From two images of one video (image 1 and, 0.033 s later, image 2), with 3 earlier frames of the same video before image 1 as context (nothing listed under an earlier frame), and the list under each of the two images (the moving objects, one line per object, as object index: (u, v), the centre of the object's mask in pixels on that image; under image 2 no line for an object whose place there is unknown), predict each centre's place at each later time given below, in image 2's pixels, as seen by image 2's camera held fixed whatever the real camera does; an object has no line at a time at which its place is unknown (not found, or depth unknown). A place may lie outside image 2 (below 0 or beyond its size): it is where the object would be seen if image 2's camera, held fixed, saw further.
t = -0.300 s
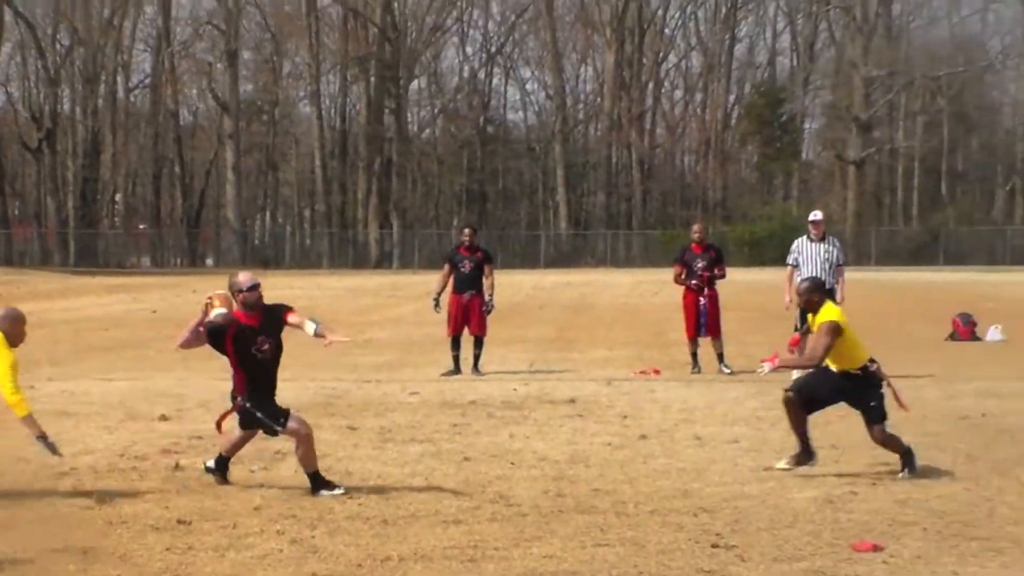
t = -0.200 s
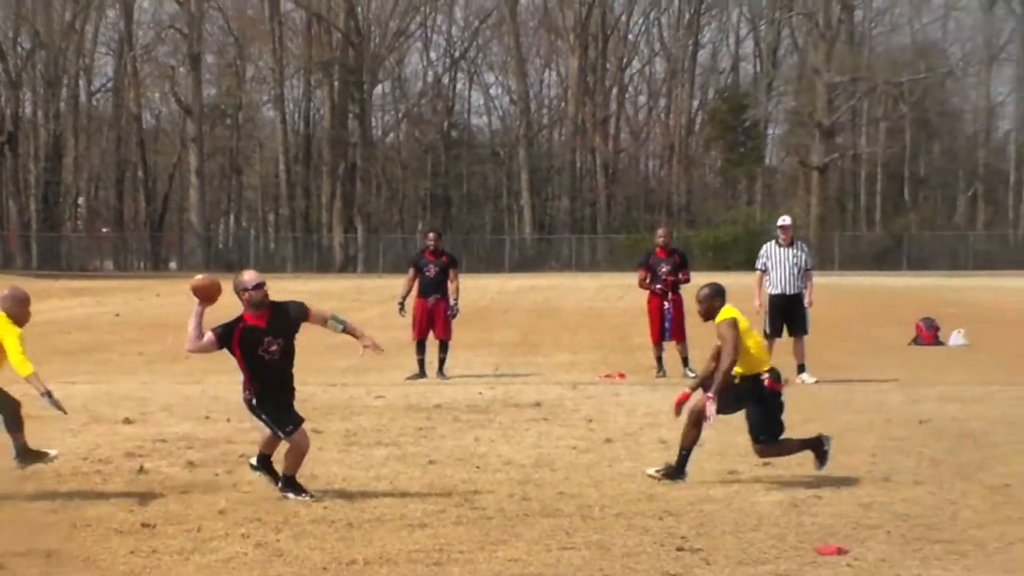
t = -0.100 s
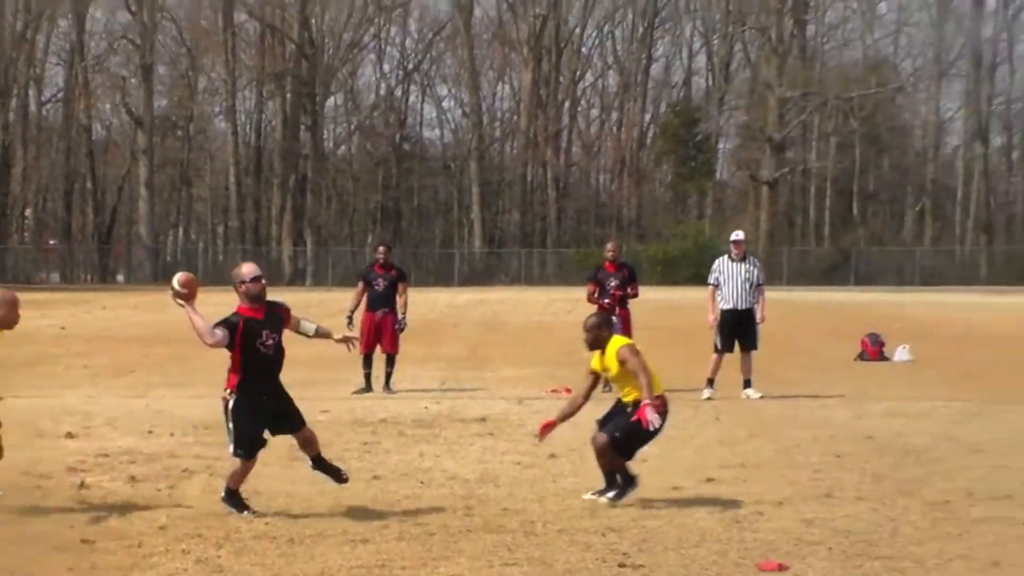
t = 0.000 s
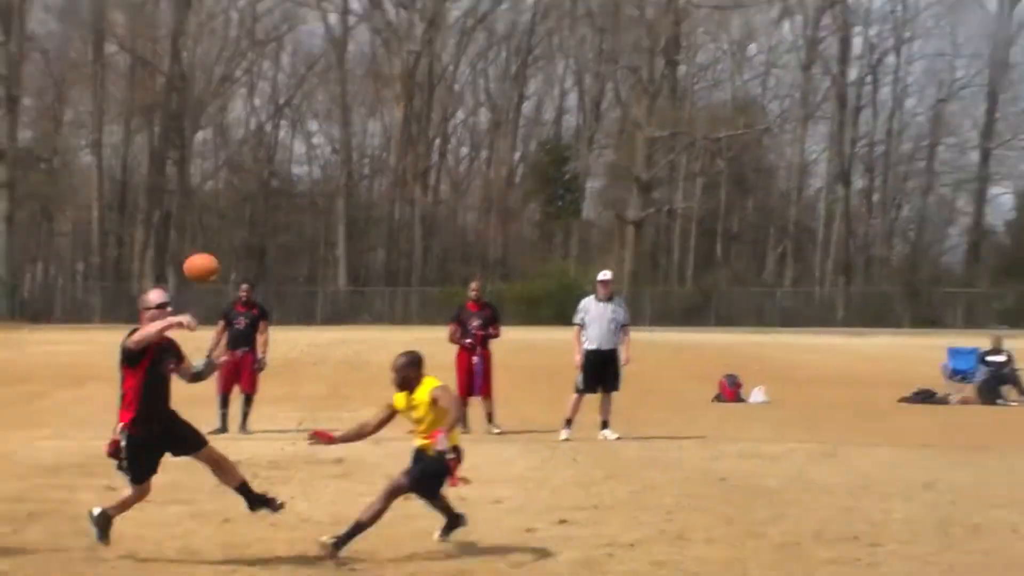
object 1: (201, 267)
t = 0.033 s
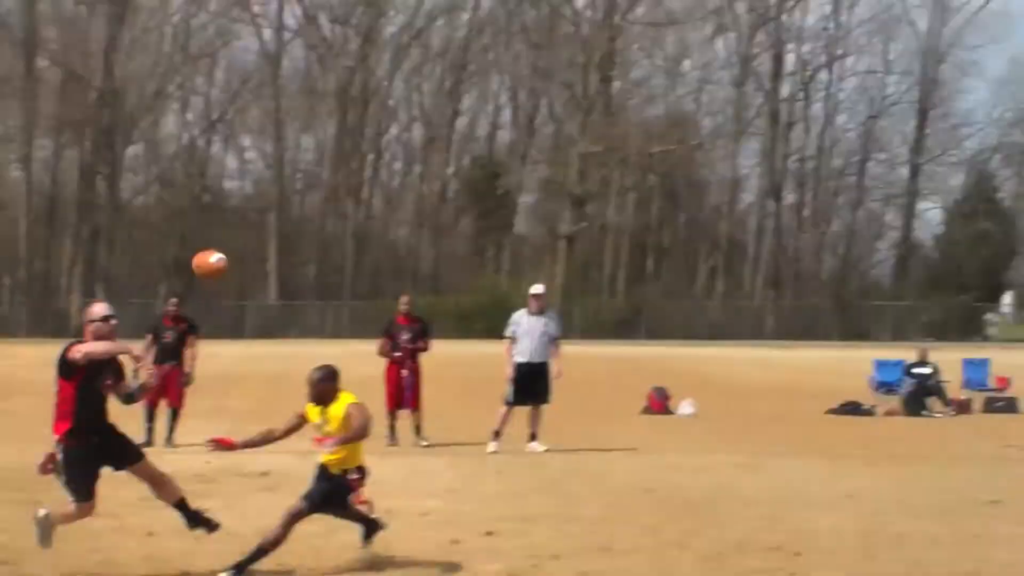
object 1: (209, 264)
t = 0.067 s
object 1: (291, 248)
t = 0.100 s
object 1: (372, 233)
